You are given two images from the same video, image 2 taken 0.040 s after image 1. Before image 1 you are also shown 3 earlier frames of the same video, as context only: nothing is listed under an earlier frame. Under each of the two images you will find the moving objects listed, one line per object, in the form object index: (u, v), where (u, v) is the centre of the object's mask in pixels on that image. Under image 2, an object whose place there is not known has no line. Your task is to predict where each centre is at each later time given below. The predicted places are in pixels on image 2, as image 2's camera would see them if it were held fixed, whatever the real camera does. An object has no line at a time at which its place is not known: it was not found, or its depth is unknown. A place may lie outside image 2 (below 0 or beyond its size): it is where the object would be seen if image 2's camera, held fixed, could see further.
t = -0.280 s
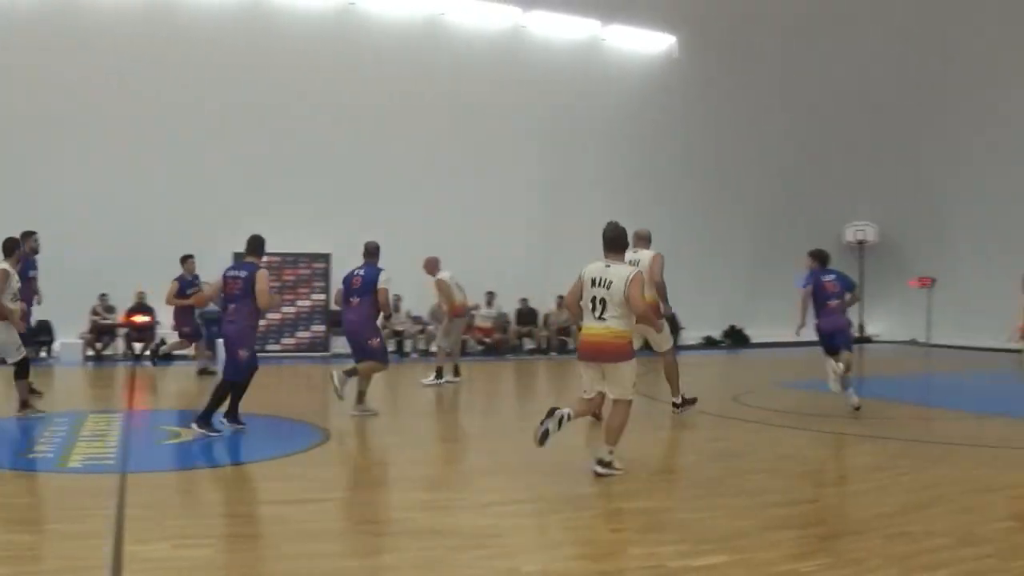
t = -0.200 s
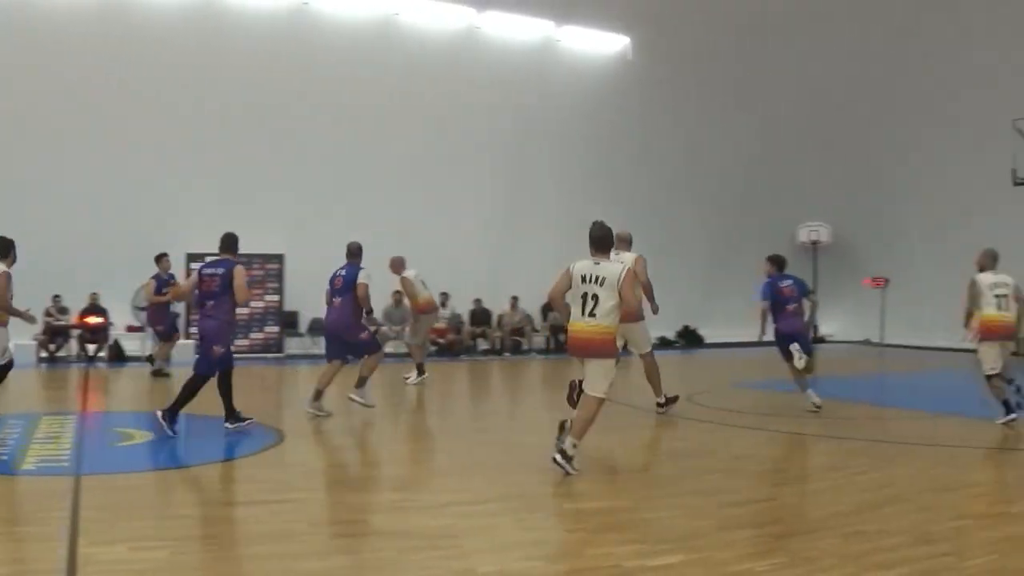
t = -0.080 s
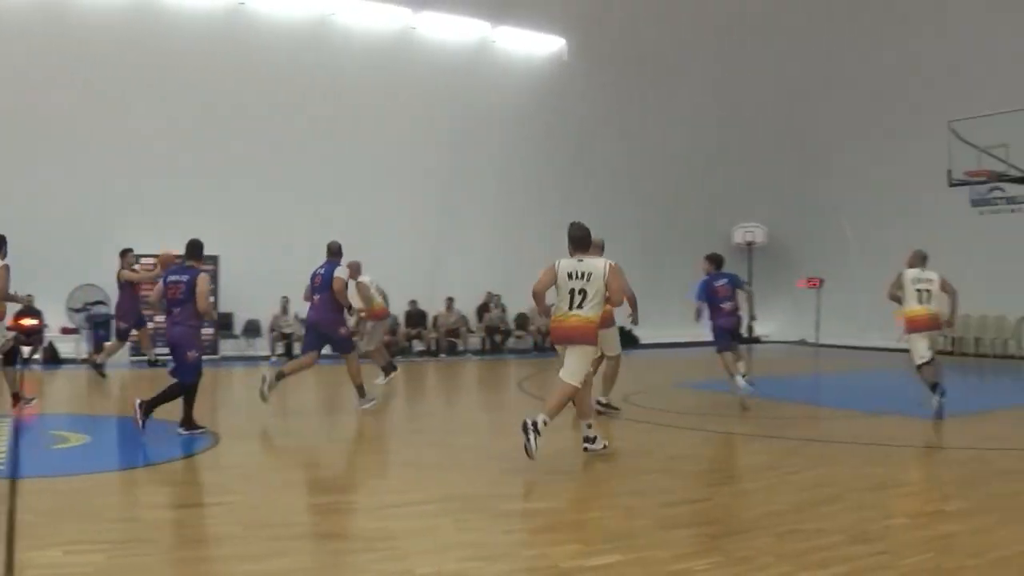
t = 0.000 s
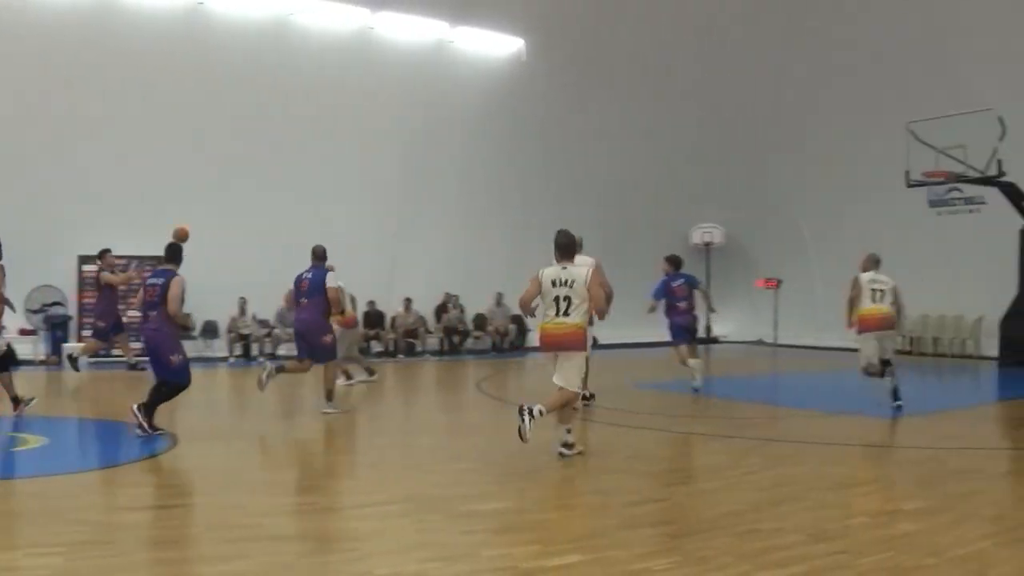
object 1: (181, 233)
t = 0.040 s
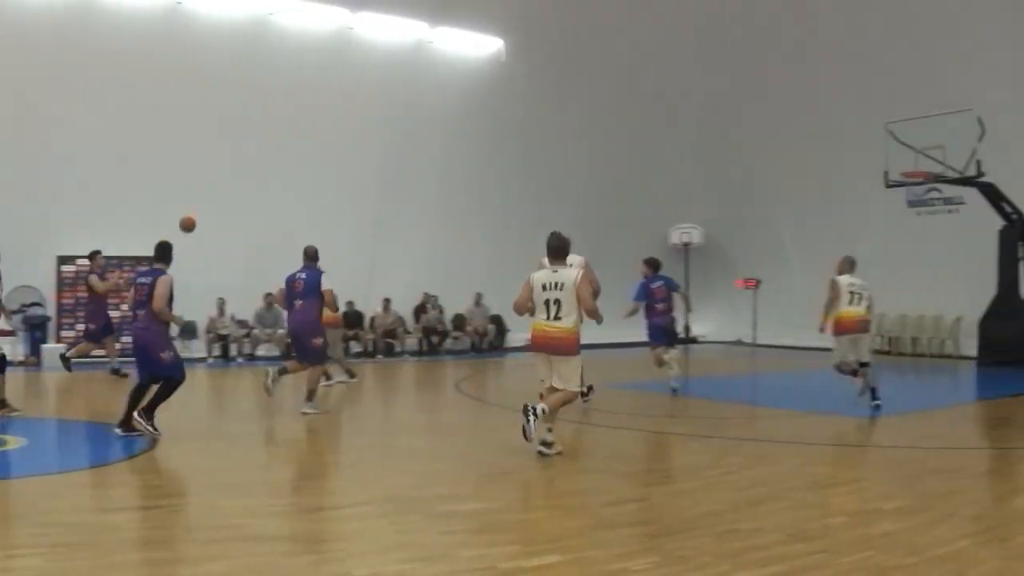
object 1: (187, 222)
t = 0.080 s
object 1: (203, 214)
